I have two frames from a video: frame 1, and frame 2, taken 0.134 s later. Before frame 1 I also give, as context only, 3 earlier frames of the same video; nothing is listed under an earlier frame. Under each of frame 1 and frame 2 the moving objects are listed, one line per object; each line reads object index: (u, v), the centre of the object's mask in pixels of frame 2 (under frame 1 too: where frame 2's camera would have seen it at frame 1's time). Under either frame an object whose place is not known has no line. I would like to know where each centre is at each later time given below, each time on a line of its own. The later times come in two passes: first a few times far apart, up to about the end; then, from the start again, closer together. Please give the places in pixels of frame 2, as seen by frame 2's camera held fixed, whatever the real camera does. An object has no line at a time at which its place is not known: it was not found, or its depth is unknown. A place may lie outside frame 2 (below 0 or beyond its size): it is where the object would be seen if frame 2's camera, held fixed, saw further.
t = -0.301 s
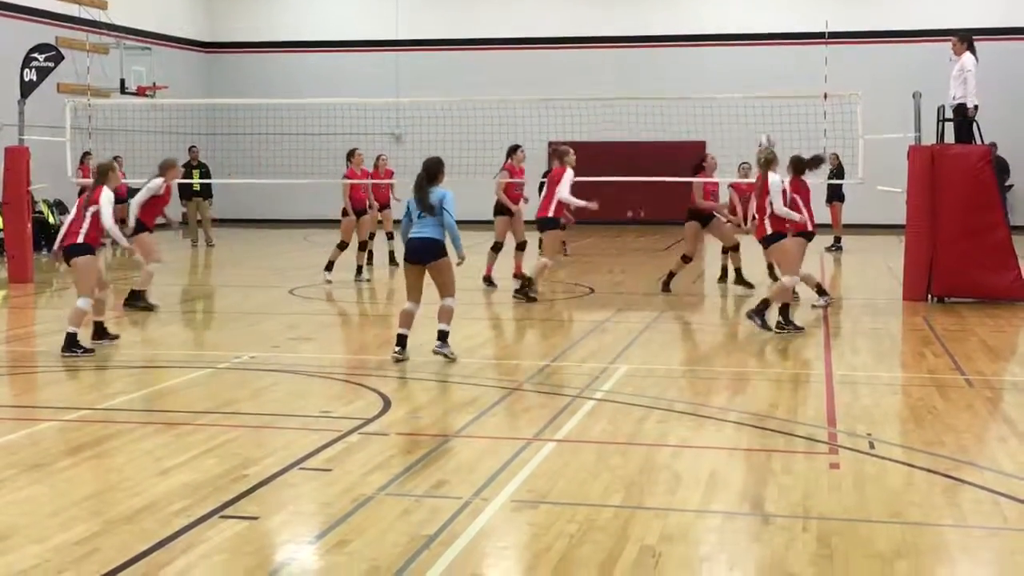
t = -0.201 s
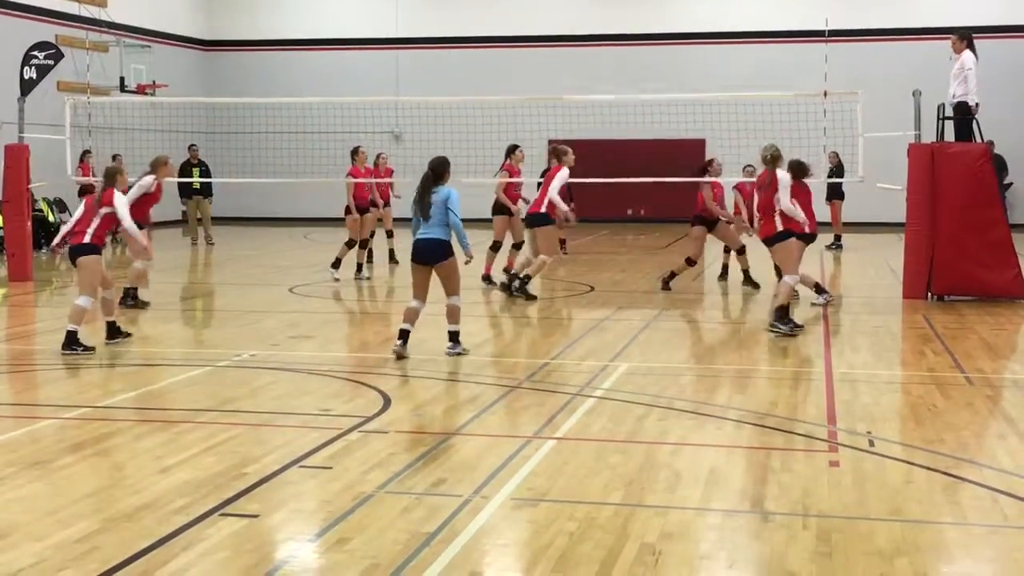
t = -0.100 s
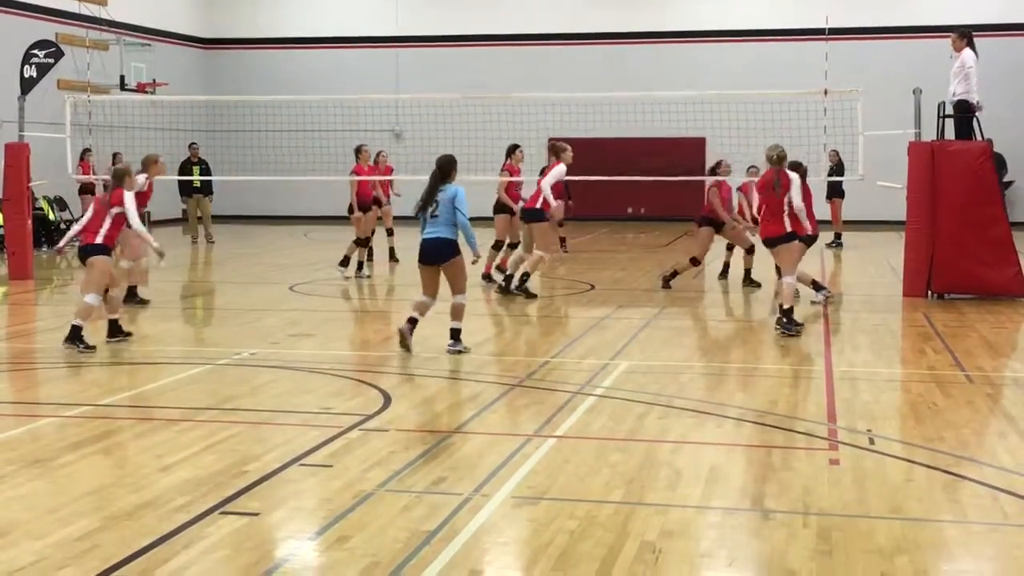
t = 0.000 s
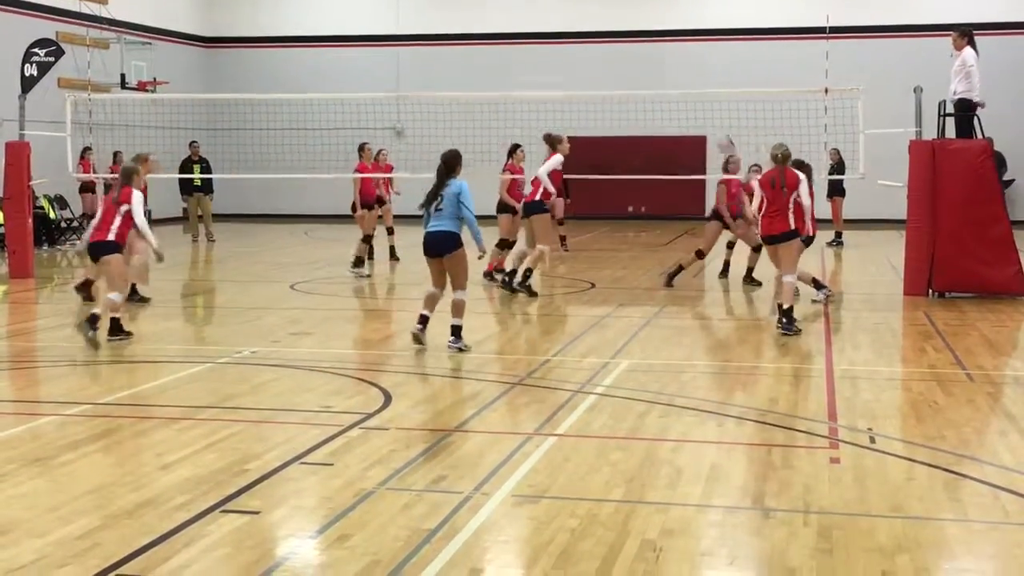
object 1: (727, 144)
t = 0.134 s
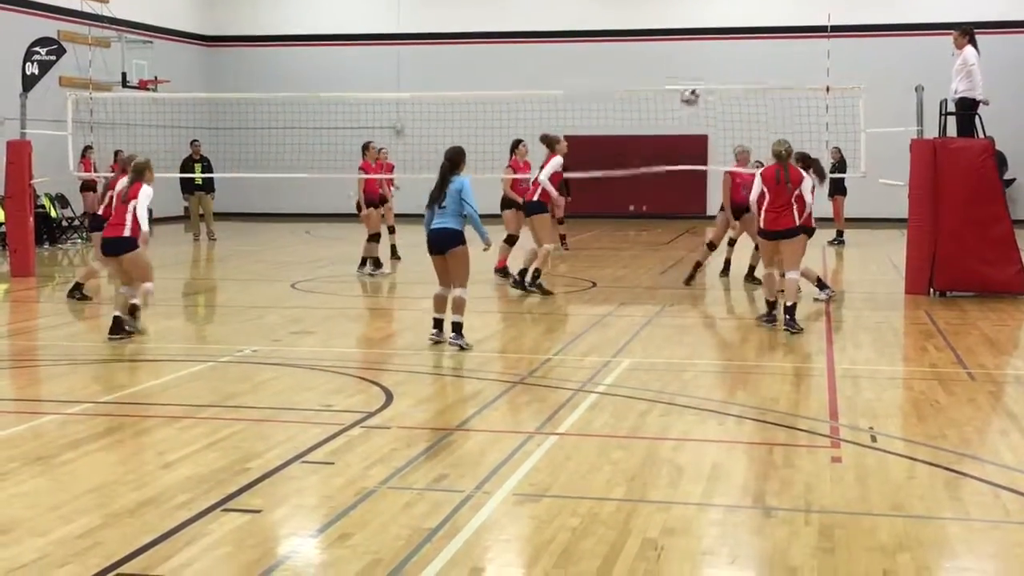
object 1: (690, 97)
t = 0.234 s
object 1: (679, 110)
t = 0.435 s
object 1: (656, 156)
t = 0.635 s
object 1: (633, 234)
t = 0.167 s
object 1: (688, 99)
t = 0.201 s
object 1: (681, 104)
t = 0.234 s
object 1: (679, 110)
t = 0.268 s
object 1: (675, 114)
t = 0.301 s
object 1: (670, 120)
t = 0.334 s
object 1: (667, 128)
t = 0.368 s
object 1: (664, 137)
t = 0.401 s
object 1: (660, 145)
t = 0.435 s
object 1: (656, 156)
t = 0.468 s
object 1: (653, 166)
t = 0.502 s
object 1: (648, 179)
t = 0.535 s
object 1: (644, 192)
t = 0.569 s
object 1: (641, 205)
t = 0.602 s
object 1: (638, 218)
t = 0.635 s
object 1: (633, 234)
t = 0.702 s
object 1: (623, 267)
